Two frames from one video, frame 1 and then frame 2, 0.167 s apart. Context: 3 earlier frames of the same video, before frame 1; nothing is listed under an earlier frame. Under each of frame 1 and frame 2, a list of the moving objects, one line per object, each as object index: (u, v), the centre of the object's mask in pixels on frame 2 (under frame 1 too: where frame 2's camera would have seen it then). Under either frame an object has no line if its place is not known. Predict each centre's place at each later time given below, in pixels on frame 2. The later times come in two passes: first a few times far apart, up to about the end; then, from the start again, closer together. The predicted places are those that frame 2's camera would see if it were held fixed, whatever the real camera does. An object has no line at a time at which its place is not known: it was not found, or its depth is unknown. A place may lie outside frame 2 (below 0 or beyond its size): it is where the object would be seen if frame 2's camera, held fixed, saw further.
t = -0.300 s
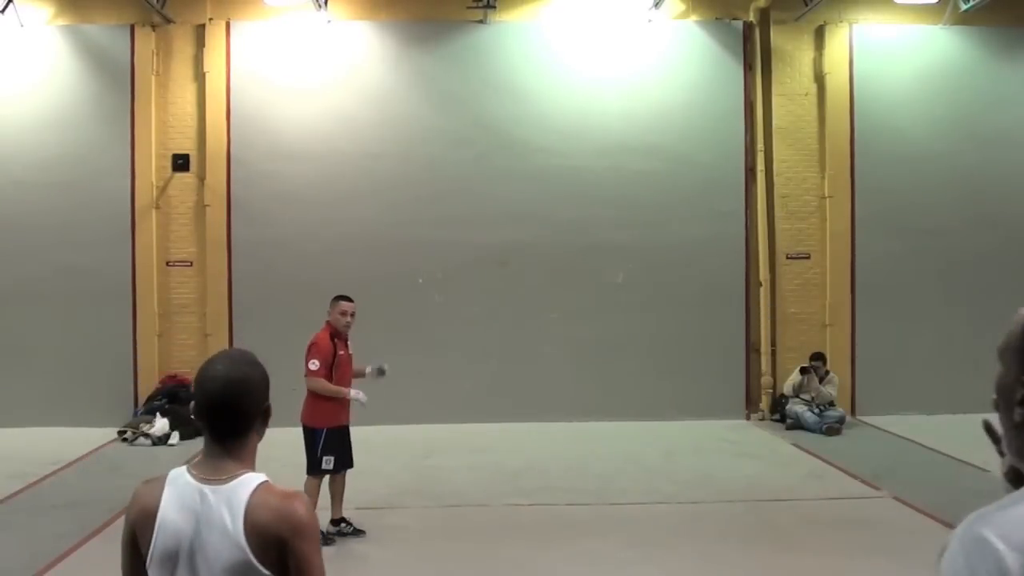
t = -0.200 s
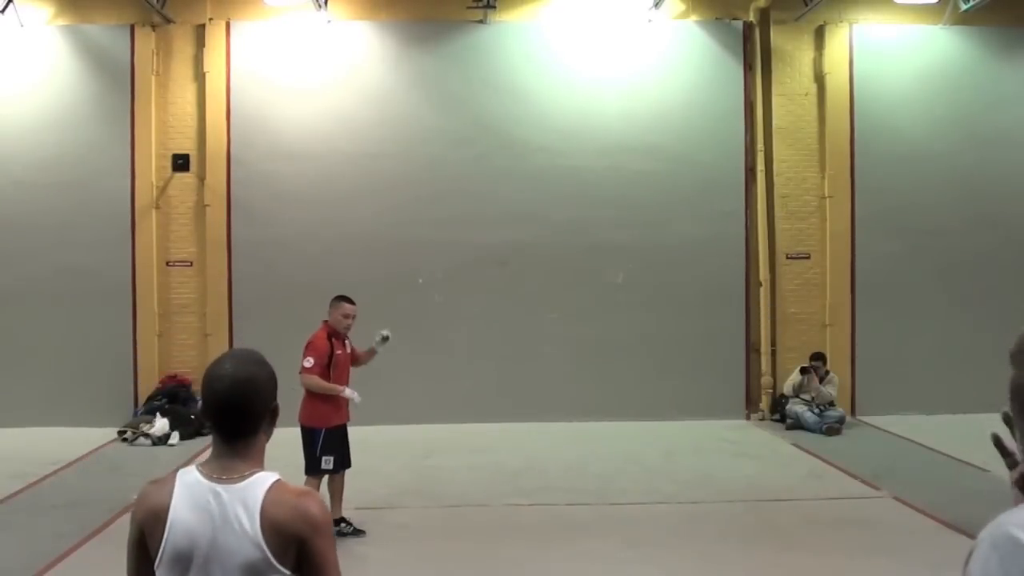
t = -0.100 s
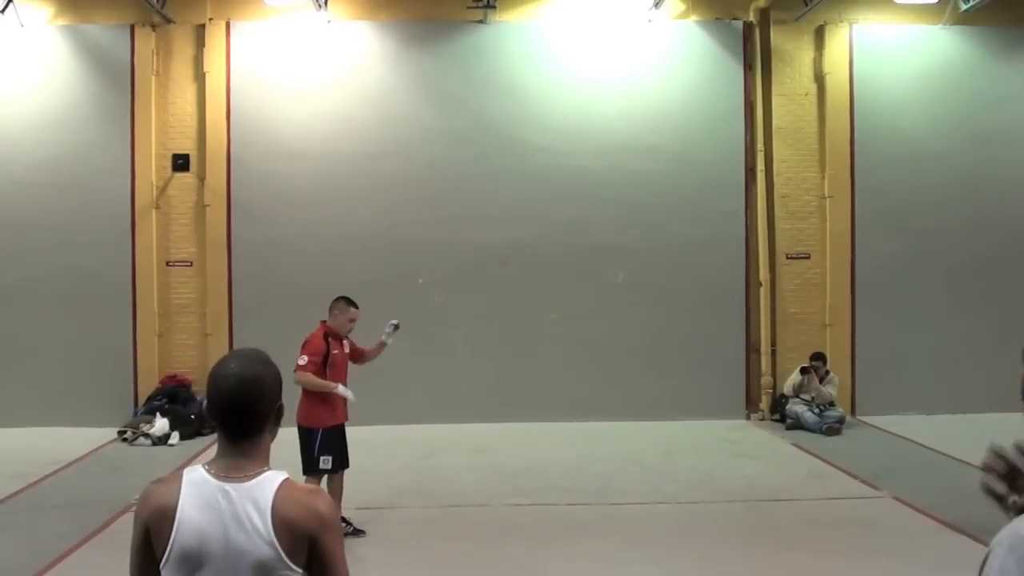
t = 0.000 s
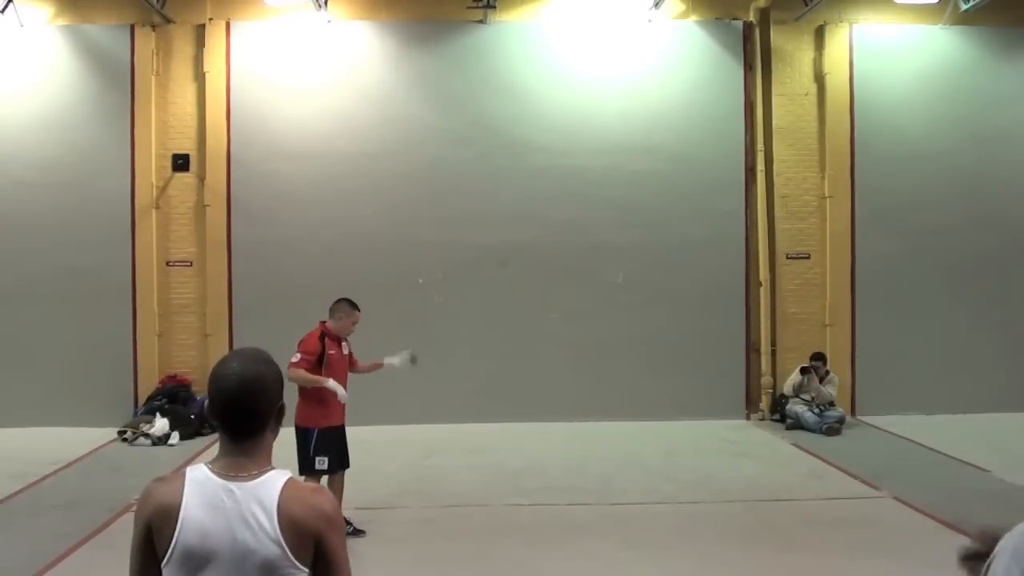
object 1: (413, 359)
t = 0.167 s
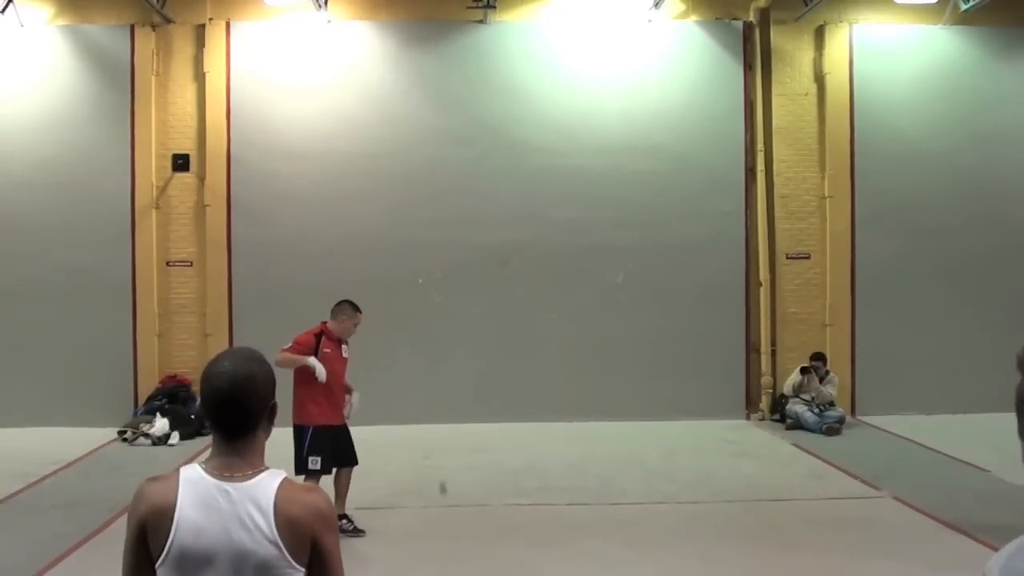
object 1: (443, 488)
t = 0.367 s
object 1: (454, 416)
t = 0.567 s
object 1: (461, 330)
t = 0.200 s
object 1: (448, 520)
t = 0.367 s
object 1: (454, 416)
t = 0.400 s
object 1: (456, 398)
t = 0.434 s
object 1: (457, 381)
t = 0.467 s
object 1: (458, 366)
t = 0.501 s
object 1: (459, 353)
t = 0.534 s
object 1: (460, 341)
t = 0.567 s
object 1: (461, 330)
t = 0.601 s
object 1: (463, 321)
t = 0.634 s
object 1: (464, 314)
